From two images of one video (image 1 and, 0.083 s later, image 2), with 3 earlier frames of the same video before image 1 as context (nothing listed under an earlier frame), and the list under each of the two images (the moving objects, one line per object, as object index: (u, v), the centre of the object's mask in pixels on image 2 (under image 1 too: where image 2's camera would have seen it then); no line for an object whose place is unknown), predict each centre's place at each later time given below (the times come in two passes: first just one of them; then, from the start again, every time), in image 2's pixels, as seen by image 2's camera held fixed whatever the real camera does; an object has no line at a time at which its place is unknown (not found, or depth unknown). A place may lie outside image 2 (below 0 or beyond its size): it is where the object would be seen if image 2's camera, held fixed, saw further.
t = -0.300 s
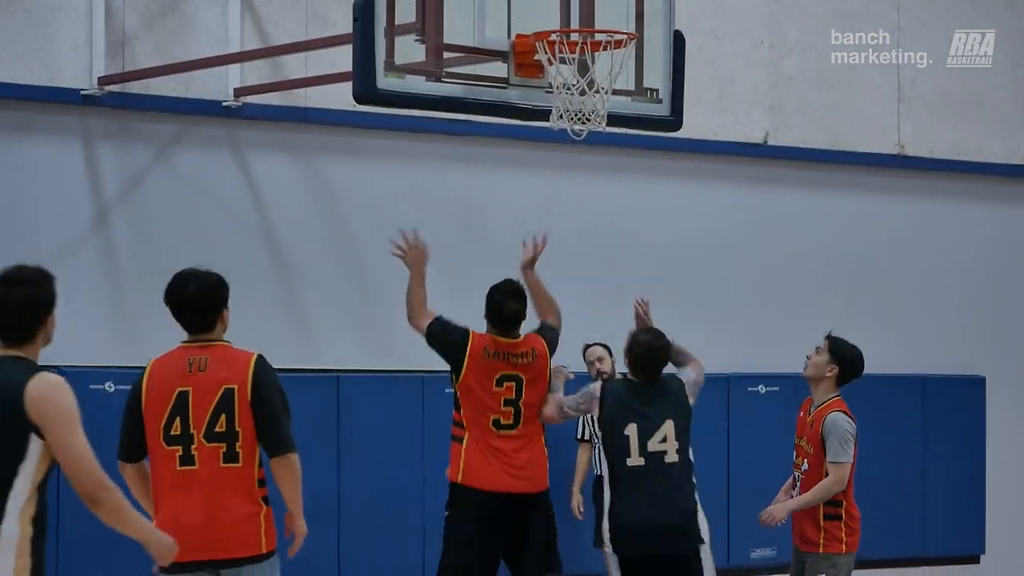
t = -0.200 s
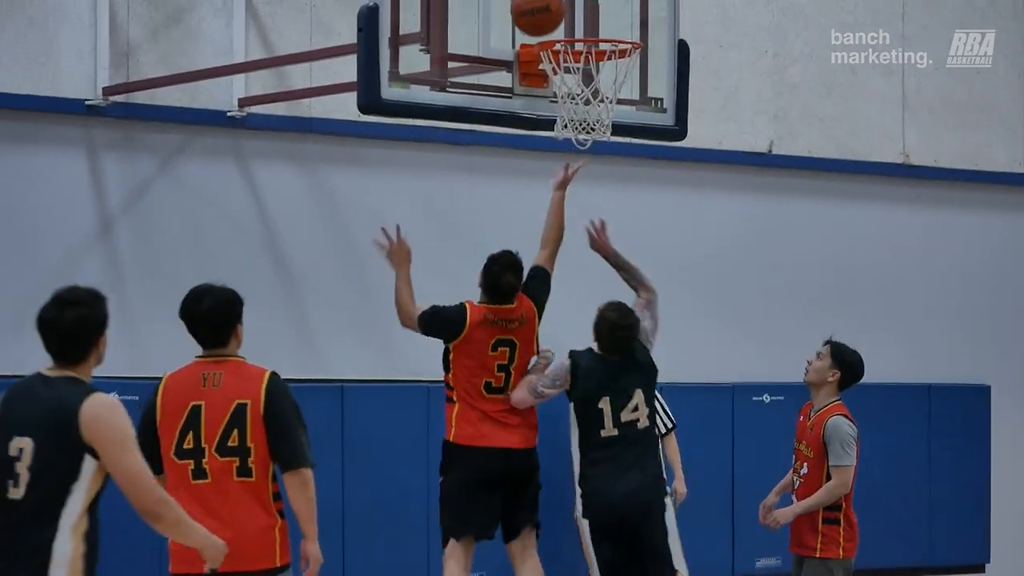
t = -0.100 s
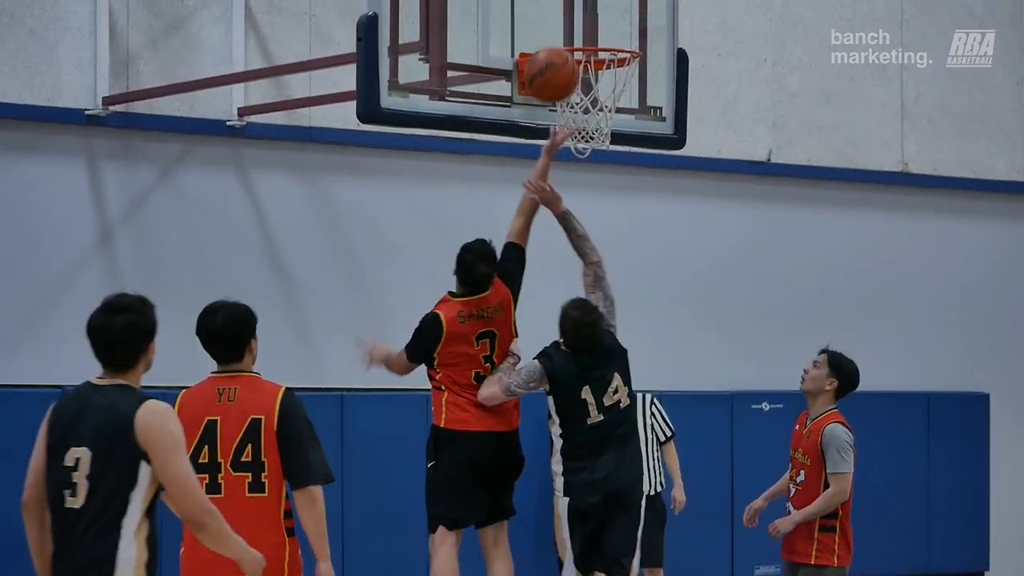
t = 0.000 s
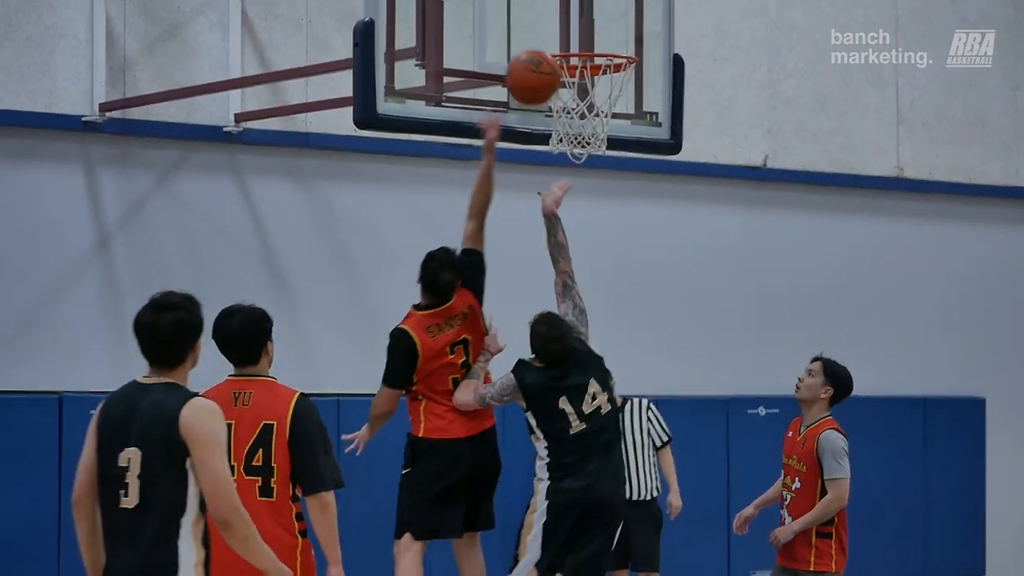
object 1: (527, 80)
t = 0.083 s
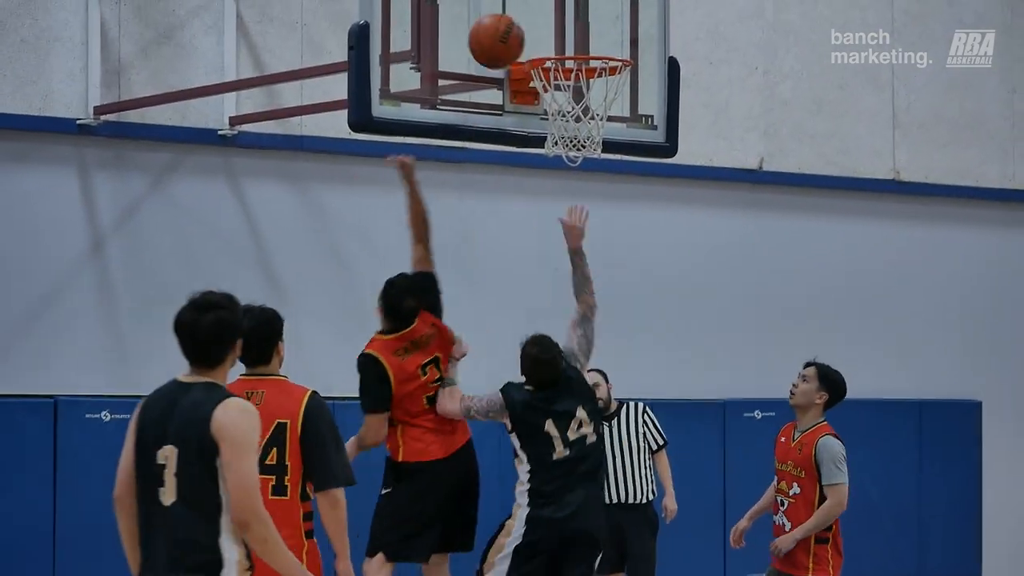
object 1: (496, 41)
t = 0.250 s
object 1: (430, 15)
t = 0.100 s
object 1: (490, 35)
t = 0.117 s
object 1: (484, 29)
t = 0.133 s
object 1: (477, 25)
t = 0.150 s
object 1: (471, 22)
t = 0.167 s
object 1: (464, 19)
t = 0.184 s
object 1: (458, 18)
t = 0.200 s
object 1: (452, 16)
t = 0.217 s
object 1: (444, 16)
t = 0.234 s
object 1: (437, 15)
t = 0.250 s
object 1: (430, 15)
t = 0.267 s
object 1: (424, 15)
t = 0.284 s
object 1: (416, 16)
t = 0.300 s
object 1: (410, 16)
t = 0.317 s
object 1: (402, 18)
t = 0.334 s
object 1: (395, 19)
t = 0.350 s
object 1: (387, 22)
